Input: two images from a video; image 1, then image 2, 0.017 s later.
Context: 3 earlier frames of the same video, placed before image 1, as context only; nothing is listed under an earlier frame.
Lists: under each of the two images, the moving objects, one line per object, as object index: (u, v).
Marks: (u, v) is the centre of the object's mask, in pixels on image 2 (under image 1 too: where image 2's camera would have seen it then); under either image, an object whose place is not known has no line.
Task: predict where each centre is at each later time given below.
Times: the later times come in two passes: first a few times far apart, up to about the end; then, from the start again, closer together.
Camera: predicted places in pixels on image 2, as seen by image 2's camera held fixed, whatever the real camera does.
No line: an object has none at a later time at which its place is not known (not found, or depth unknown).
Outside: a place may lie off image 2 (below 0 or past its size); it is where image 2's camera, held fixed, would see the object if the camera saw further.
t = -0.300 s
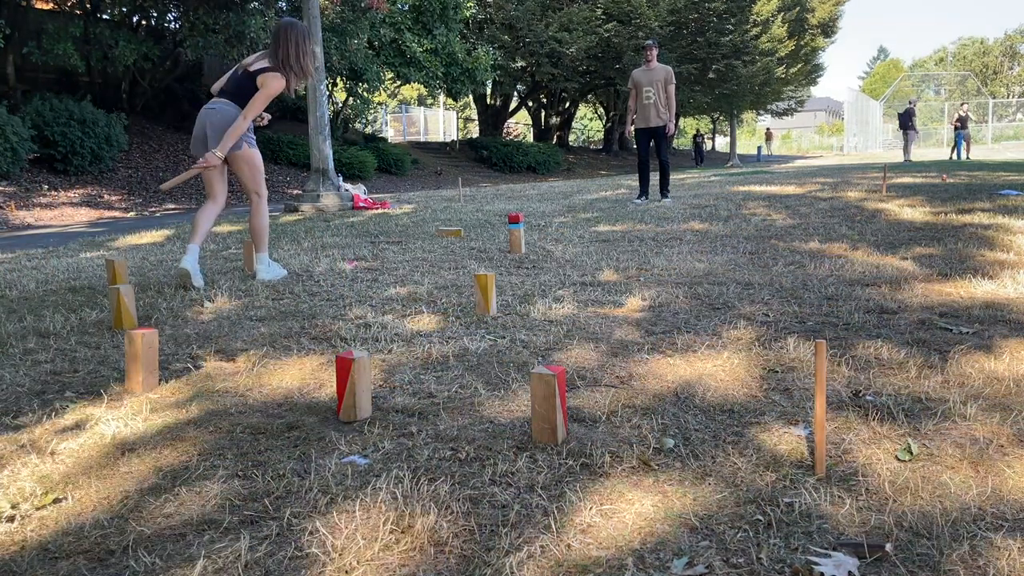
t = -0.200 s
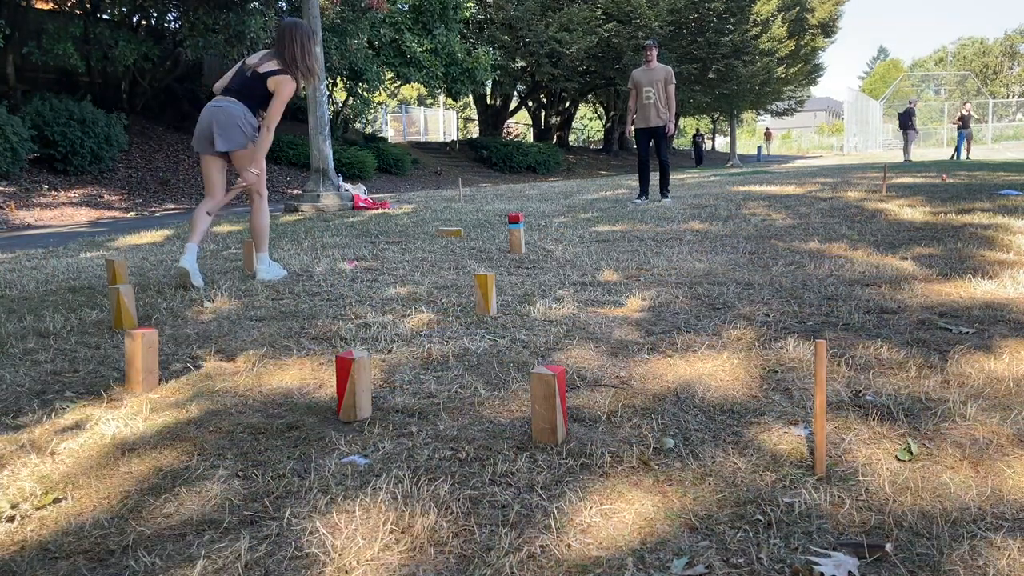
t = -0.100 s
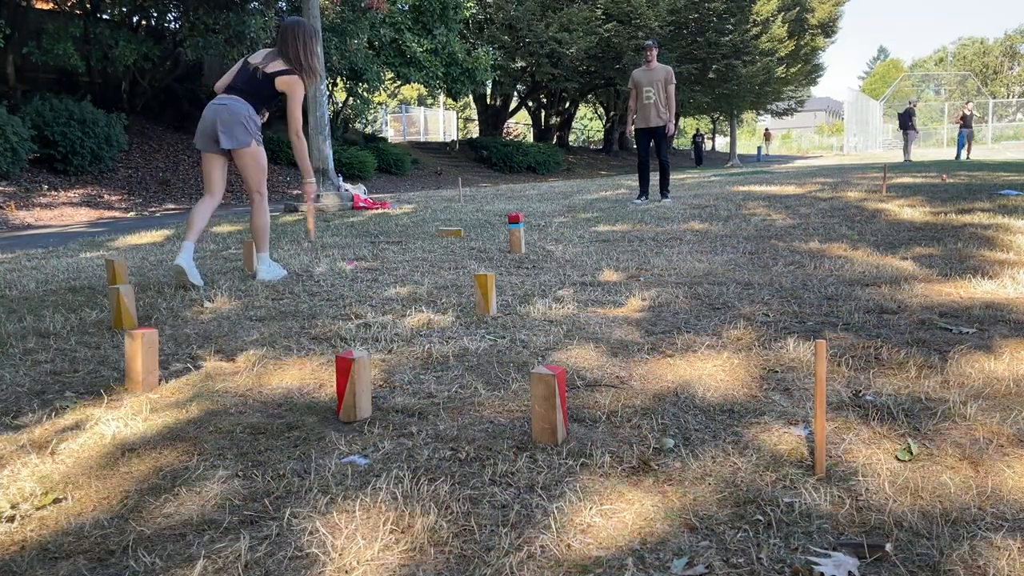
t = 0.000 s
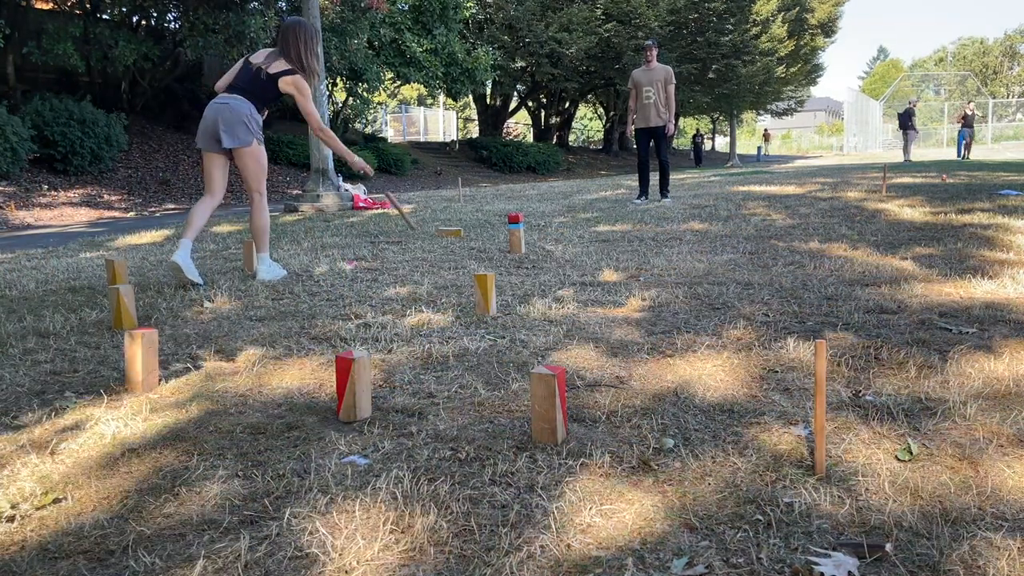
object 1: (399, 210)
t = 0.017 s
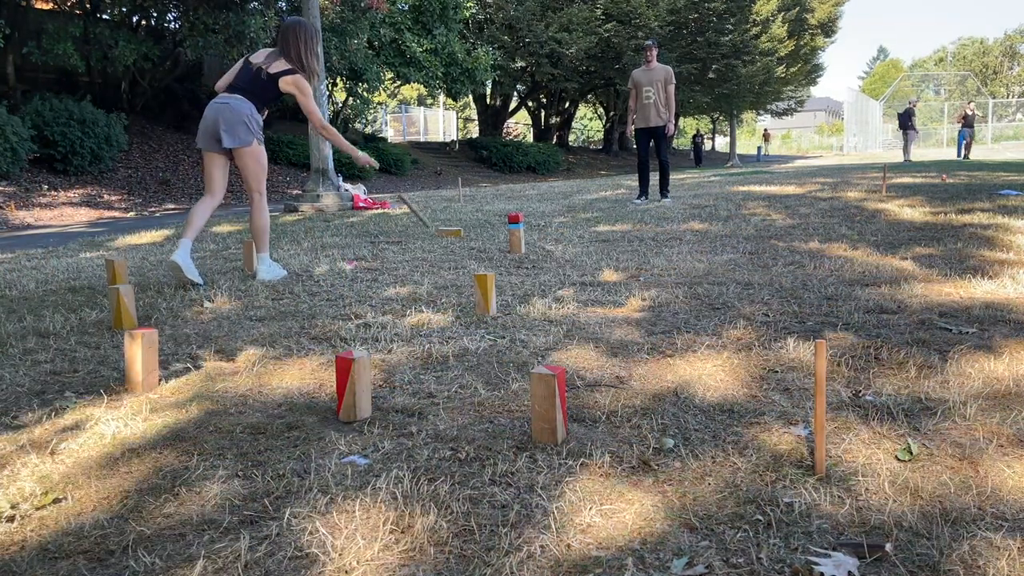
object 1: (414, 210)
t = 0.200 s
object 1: (507, 229)
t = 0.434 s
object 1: (525, 251)
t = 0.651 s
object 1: (536, 251)
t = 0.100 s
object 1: (477, 217)
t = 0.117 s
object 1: (489, 219)
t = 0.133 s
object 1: (498, 221)
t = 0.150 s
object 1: (500, 222)
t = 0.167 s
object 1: (504, 224)
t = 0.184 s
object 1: (507, 226)
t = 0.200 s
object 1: (507, 229)
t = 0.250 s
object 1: (513, 240)
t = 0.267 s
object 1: (515, 241)
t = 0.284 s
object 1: (517, 243)
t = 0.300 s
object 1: (517, 244)
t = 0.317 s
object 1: (519, 248)
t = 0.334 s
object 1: (520, 249)
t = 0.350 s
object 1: (521, 250)
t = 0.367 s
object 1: (523, 251)
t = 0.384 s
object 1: (524, 251)
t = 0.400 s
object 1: (525, 251)
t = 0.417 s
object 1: (526, 251)
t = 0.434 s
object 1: (525, 251)
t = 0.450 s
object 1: (526, 251)
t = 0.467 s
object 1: (528, 251)
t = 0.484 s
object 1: (529, 251)
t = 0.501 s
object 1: (529, 252)
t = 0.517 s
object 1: (530, 253)
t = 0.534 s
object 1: (532, 252)
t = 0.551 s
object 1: (532, 252)
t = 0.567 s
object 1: (533, 252)
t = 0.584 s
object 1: (533, 252)
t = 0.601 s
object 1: (533, 252)
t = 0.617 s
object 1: (534, 252)
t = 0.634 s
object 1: (538, 250)
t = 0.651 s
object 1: (536, 251)
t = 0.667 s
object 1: (542, 249)
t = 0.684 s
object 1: (542, 249)
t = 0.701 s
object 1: (542, 249)
